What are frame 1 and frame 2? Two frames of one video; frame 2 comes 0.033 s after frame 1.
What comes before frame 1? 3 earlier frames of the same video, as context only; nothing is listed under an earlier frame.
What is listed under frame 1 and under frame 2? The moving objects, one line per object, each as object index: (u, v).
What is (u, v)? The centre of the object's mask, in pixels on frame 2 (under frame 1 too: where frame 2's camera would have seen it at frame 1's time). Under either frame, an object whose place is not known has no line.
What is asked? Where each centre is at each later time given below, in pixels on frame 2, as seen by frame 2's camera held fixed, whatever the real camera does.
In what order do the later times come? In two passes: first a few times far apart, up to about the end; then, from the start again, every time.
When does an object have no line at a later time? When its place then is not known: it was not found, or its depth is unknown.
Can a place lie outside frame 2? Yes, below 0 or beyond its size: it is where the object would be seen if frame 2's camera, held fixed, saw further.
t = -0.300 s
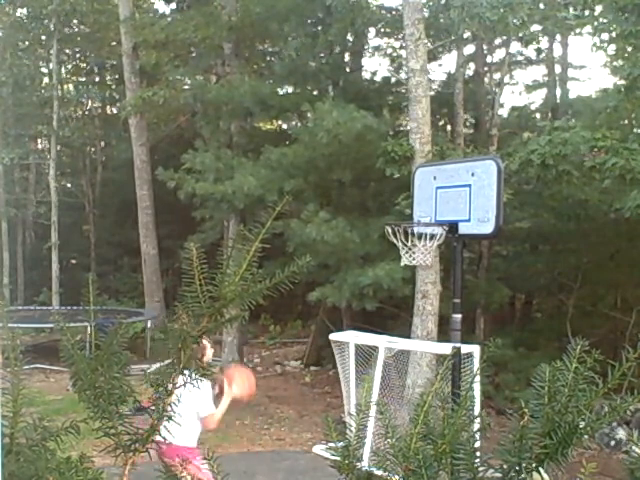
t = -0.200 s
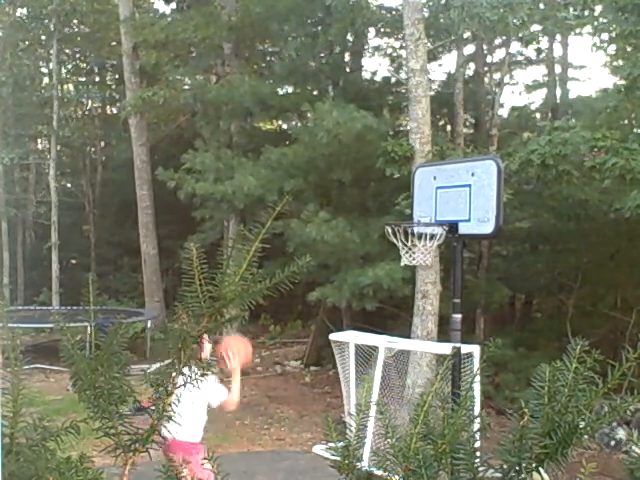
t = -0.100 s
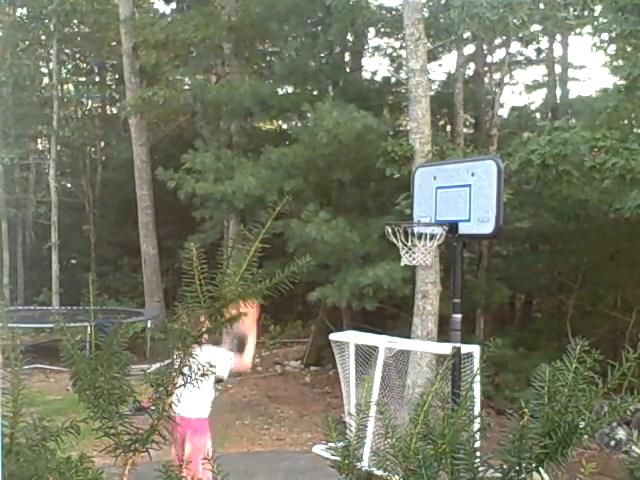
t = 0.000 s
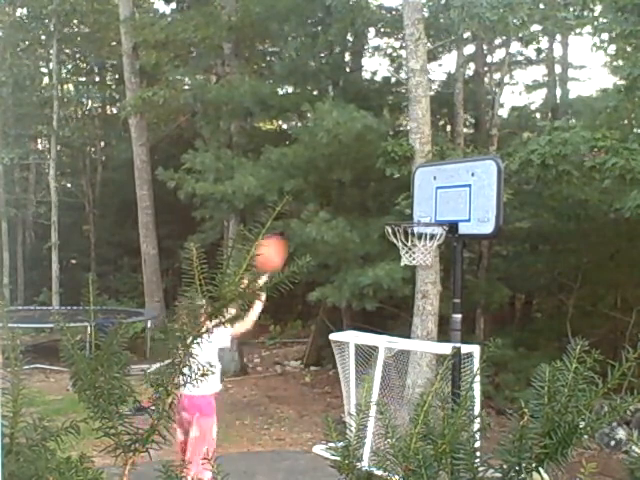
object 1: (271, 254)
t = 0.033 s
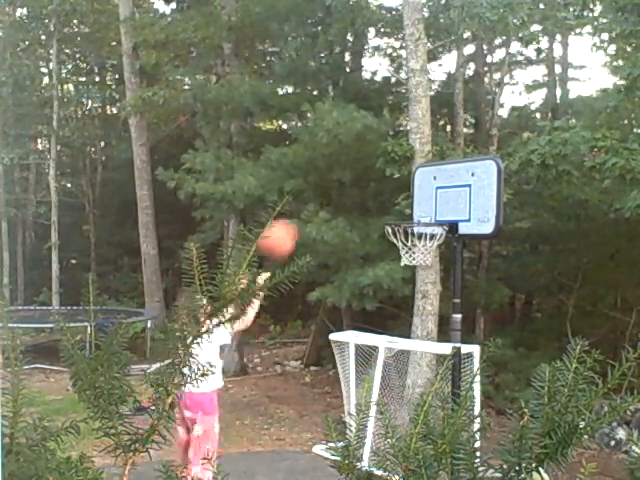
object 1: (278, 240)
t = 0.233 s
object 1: (337, 177)
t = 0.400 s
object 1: (382, 168)
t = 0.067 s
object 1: (289, 224)
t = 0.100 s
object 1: (298, 211)
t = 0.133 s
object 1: (308, 200)
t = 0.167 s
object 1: (318, 191)
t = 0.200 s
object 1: (327, 182)
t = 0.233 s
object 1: (337, 177)
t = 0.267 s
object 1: (346, 172)
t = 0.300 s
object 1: (355, 169)
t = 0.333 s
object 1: (365, 167)
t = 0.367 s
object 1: (374, 167)
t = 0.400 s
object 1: (382, 168)
